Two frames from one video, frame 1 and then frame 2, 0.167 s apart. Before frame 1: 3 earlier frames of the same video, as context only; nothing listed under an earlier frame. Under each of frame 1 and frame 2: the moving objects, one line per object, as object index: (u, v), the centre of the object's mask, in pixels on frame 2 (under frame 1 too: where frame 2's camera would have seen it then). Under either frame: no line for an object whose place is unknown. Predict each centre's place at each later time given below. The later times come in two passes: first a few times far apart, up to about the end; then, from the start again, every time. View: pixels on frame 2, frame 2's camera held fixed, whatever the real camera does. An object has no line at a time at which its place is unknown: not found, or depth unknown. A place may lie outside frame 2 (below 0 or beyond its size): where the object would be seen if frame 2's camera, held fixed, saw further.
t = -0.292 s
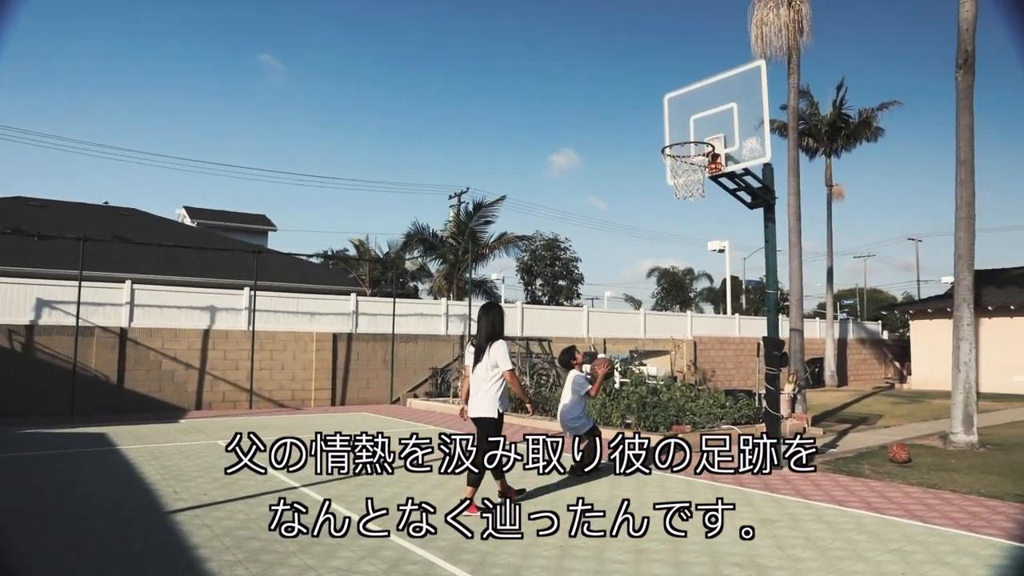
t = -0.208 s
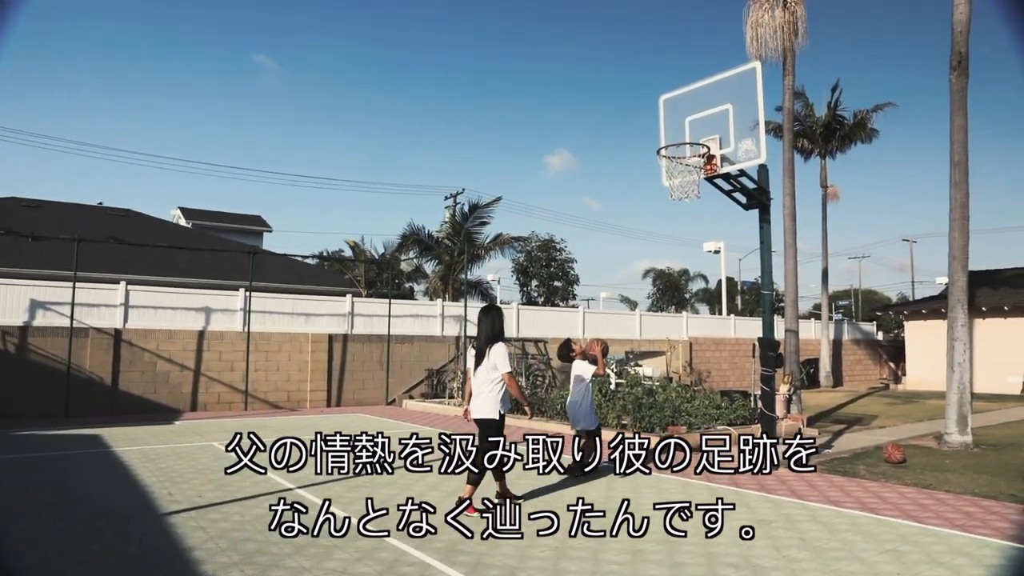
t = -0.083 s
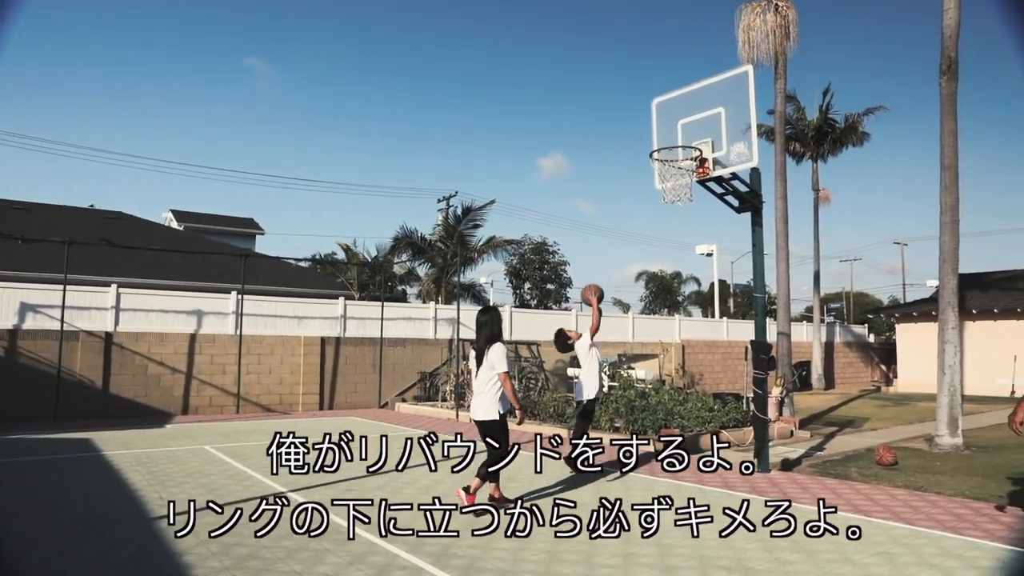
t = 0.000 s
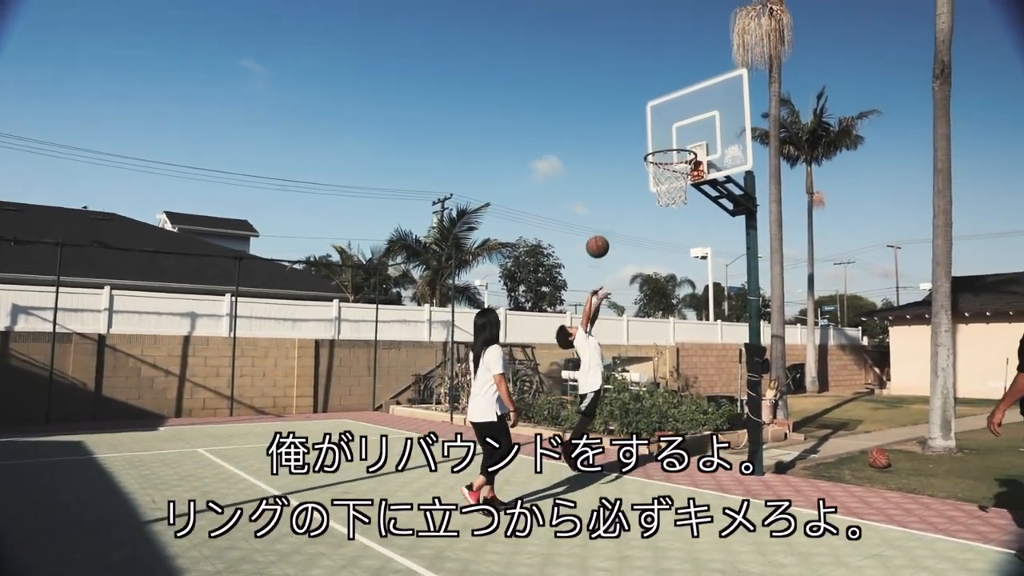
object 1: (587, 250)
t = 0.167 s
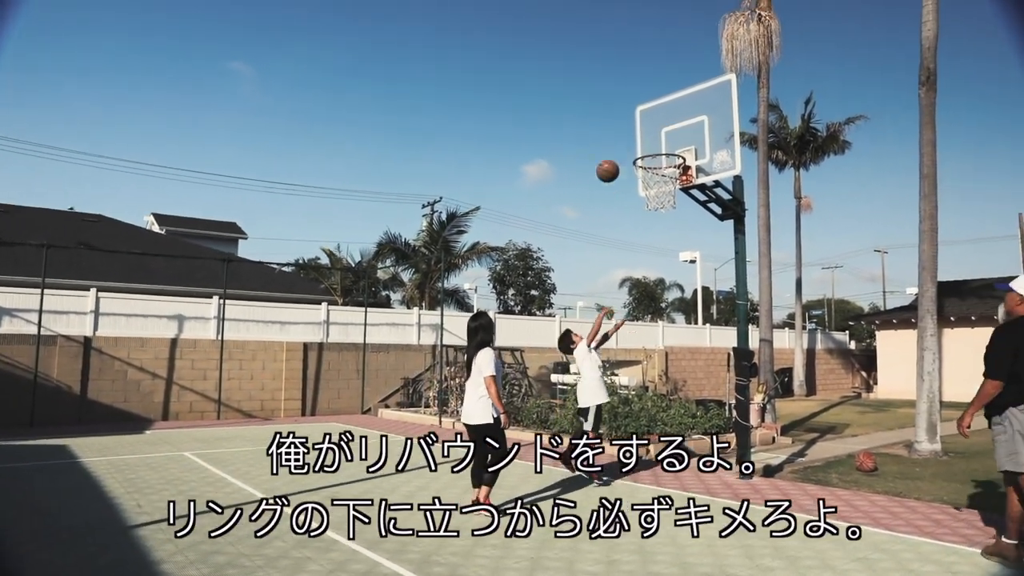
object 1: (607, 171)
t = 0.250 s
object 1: (618, 142)
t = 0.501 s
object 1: (650, 96)
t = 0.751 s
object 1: (660, 108)
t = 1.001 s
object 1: (659, 183)
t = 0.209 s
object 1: (613, 156)
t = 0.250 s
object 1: (618, 142)
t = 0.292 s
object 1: (623, 130)
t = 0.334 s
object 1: (628, 120)
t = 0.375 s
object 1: (634, 111)
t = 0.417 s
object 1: (639, 105)
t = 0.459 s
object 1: (644, 99)
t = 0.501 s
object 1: (650, 96)
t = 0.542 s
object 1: (655, 94)
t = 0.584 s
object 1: (661, 94)
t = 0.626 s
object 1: (661, 95)
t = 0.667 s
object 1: (661, 97)
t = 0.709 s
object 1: (660, 102)
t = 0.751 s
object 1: (660, 108)
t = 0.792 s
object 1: (659, 116)
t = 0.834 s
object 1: (659, 126)
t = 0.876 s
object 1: (659, 138)
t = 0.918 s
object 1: (658, 151)
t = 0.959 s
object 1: (658, 166)
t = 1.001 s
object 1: (659, 183)
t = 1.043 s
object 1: (657, 201)
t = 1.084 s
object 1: (657, 221)
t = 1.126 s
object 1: (657, 242)
